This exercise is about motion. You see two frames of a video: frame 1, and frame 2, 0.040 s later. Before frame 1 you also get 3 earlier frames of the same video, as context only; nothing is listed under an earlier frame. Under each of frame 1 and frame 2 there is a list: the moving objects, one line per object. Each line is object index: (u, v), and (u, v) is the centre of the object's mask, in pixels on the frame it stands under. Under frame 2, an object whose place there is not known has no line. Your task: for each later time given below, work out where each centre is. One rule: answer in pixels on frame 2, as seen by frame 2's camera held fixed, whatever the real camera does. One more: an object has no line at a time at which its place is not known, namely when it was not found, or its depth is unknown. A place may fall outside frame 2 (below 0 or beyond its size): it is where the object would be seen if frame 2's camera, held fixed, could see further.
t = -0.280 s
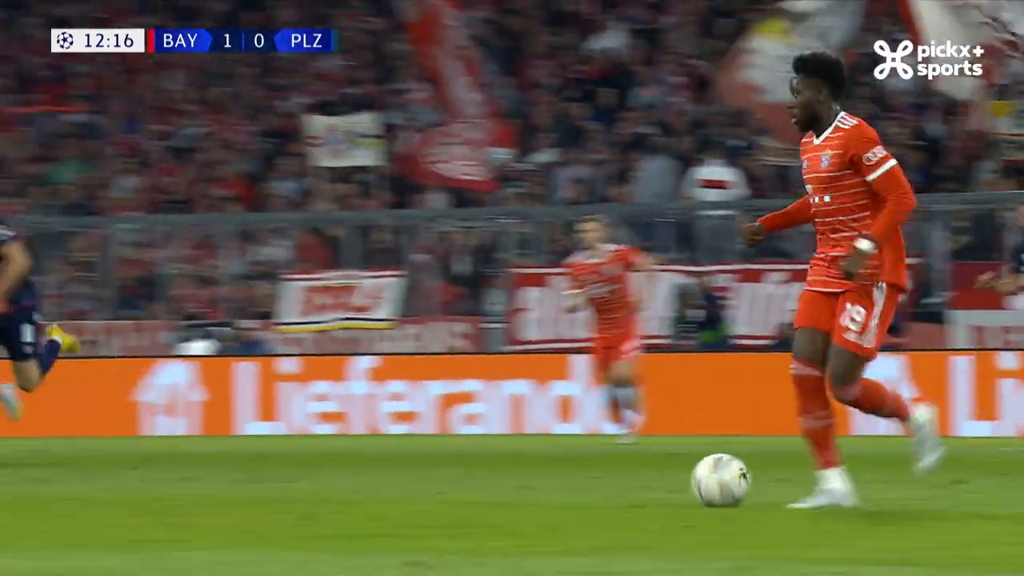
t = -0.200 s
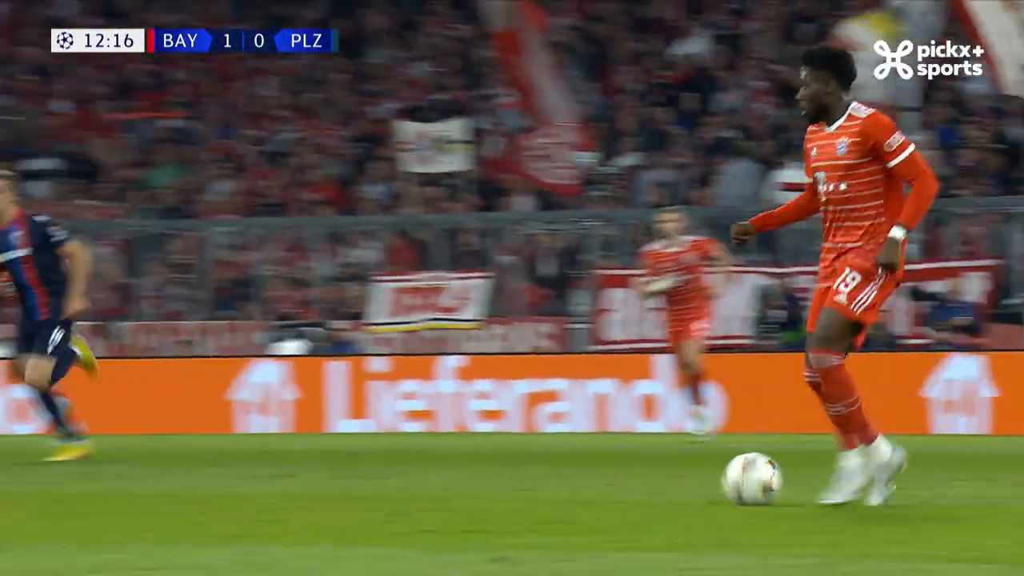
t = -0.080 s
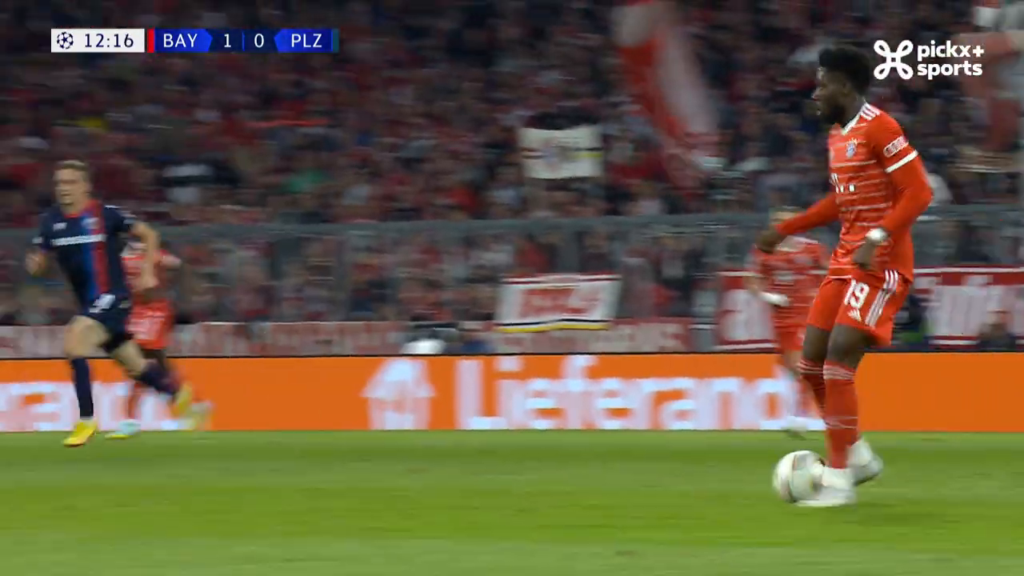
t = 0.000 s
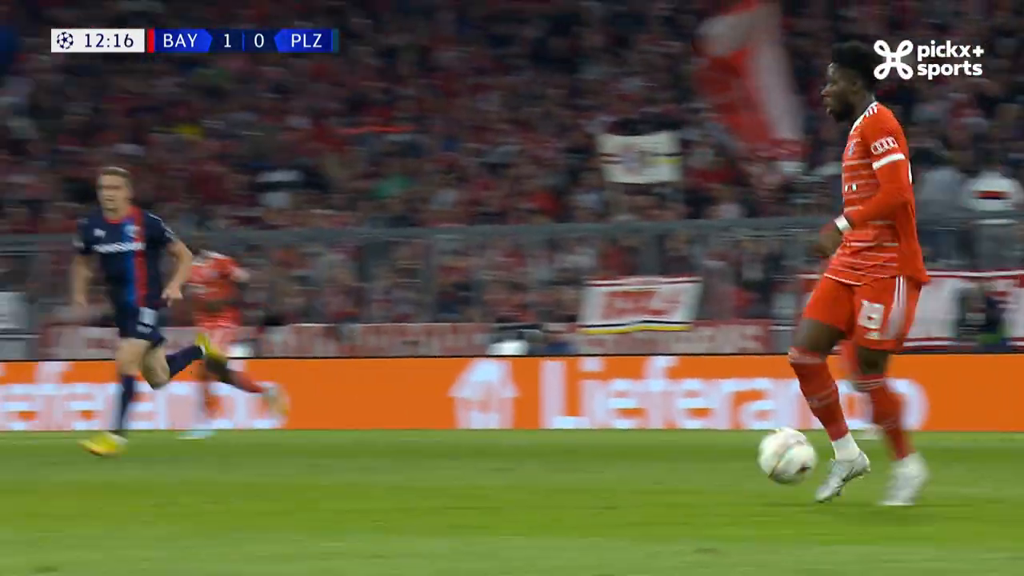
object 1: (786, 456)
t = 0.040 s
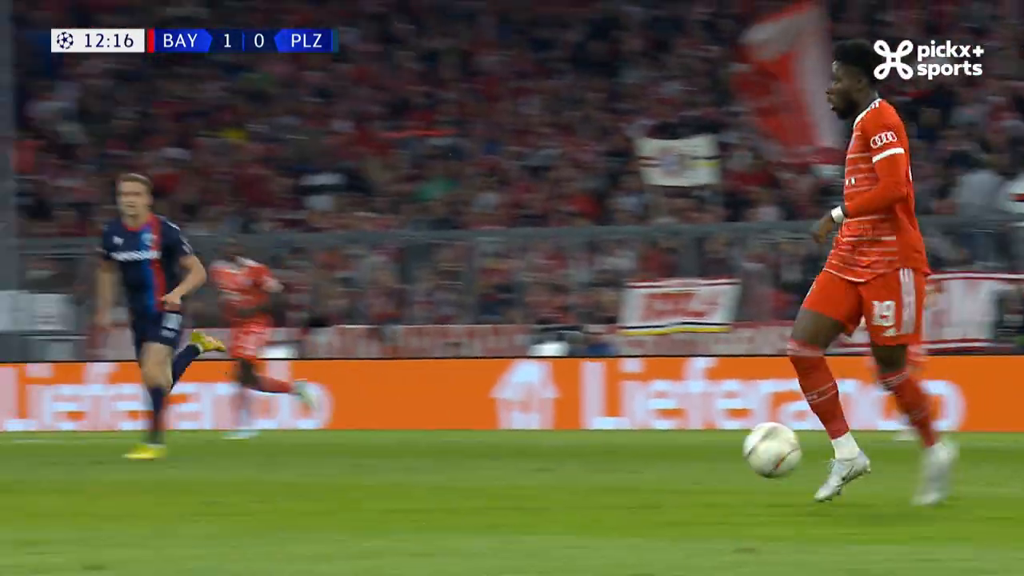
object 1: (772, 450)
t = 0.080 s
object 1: (721, 451)
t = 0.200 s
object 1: (563, 479)
